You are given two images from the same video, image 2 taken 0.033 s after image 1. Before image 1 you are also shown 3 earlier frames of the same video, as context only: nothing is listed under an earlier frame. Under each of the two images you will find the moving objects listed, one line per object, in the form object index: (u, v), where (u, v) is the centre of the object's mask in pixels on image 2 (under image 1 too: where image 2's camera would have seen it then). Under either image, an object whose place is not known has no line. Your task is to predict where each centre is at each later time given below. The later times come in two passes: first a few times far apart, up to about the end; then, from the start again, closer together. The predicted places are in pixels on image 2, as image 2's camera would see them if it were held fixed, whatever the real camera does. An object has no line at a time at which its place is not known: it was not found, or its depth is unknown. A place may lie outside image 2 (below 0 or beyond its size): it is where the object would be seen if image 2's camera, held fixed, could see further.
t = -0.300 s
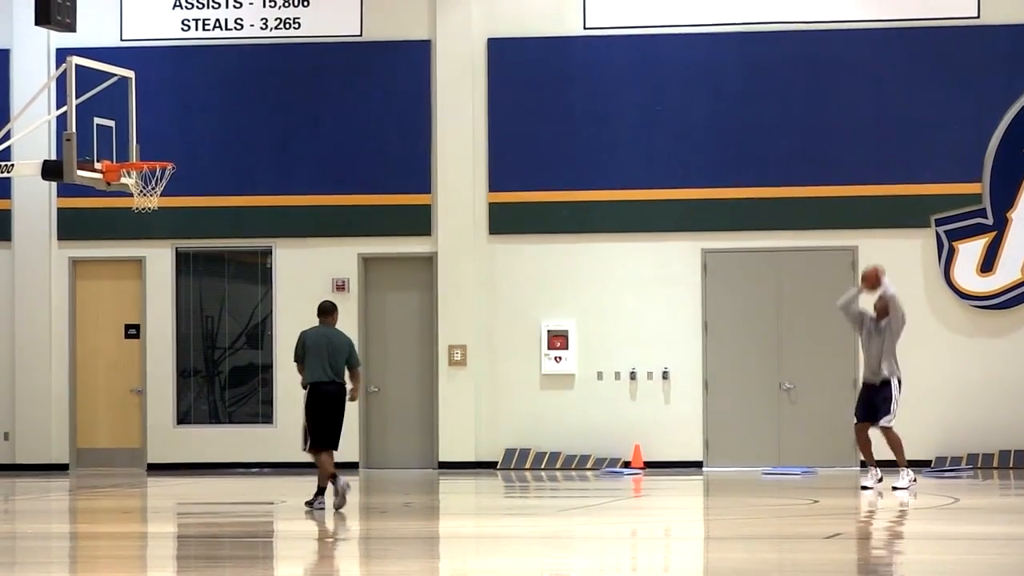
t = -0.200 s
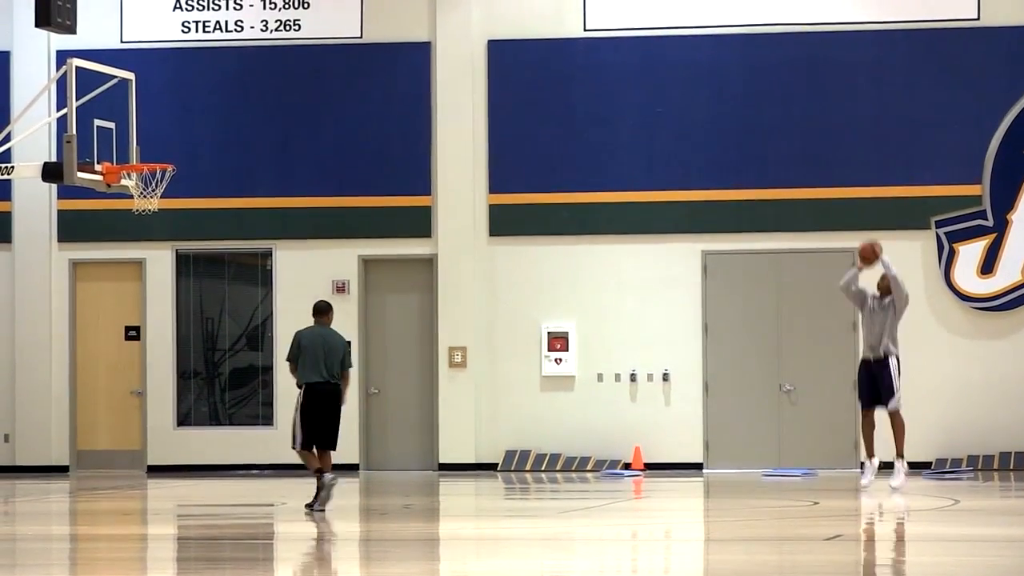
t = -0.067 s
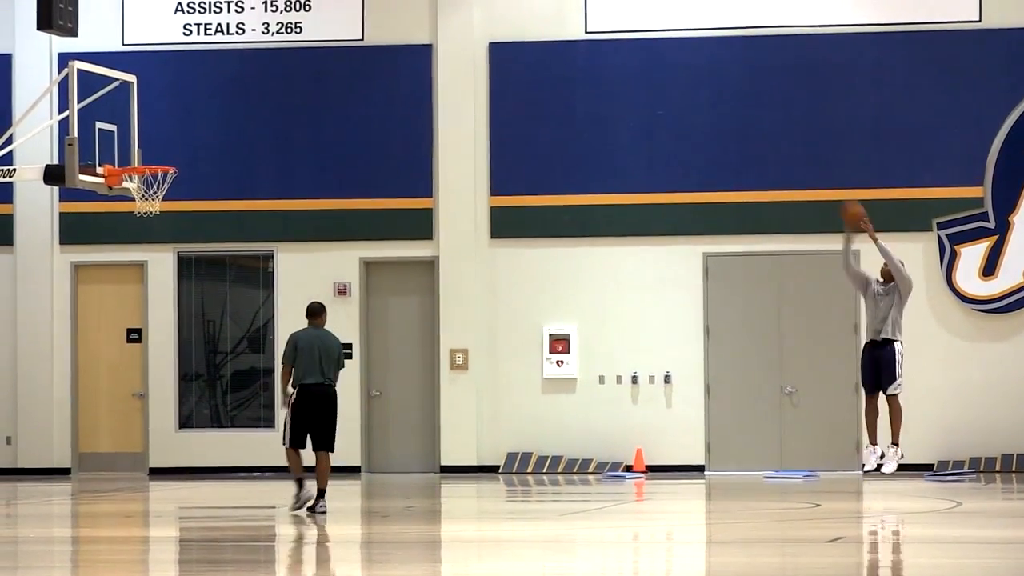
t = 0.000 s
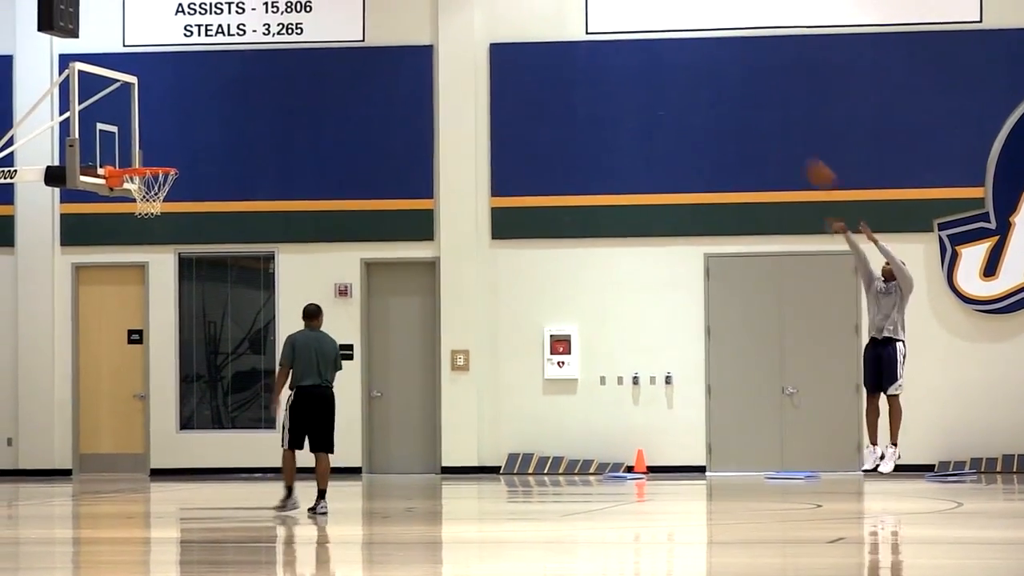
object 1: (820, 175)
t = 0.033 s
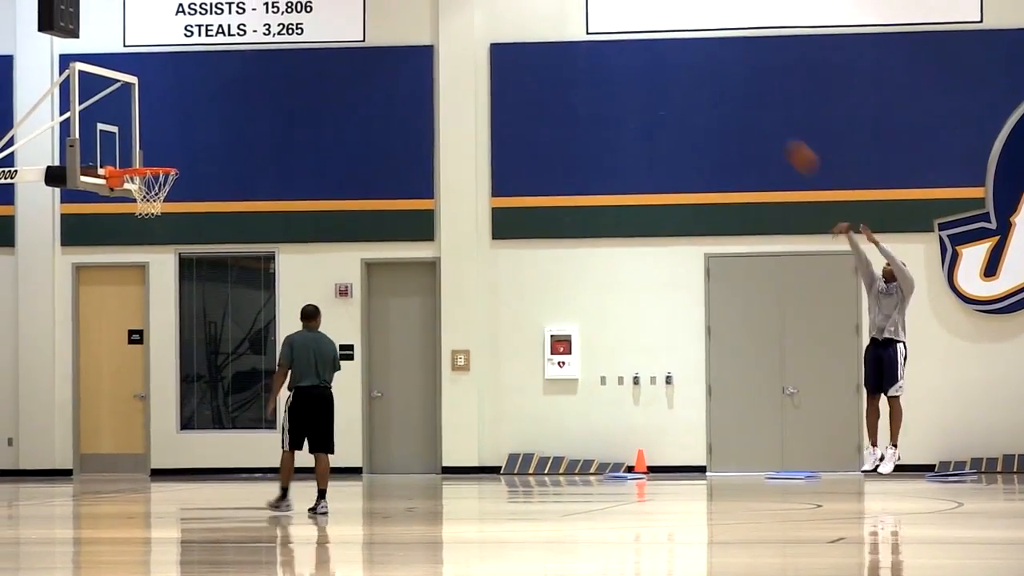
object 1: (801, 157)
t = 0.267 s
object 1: (671, 57)
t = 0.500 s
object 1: (537, 6)
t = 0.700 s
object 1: (423, 7)
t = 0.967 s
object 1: (267, 72)
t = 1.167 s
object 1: (153, 160)
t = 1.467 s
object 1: (98, 257)
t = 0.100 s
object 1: (764, 124)
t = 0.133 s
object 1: (745, 108)
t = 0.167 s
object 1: (727, 93)
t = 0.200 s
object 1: (708, 80)
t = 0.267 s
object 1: (671, 57)
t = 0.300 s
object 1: (652, 47)
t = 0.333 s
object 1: (633, 38)
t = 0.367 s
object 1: (613, 28)
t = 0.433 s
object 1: (573, 15)
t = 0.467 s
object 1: (557, 10)
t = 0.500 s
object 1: (537, 6)
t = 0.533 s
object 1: (519, 5)
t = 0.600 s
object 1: (480, 3)
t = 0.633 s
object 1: (460, 4)
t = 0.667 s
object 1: (441, 5)
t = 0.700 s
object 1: (423, 7)
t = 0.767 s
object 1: (385, 16)
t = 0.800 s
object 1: (365, 22)
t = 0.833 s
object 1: (345, 29)
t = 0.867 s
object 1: (327, 39)
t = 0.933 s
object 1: (287, 61)
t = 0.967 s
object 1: (267, 72)
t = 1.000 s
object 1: (248, 85)
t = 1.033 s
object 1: (228, 100)
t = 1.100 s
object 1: (189, 132)
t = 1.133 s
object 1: (170, 149)
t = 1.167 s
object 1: (153, 160)
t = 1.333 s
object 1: (113, 216)
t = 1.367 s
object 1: (109, 225)
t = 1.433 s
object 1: (102, 244)
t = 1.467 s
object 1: (98, 257)
